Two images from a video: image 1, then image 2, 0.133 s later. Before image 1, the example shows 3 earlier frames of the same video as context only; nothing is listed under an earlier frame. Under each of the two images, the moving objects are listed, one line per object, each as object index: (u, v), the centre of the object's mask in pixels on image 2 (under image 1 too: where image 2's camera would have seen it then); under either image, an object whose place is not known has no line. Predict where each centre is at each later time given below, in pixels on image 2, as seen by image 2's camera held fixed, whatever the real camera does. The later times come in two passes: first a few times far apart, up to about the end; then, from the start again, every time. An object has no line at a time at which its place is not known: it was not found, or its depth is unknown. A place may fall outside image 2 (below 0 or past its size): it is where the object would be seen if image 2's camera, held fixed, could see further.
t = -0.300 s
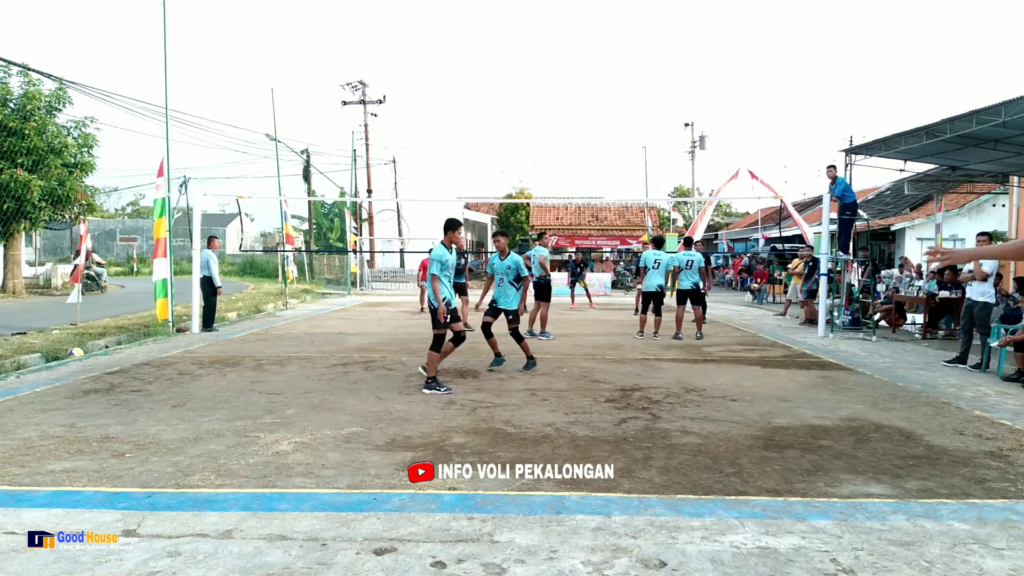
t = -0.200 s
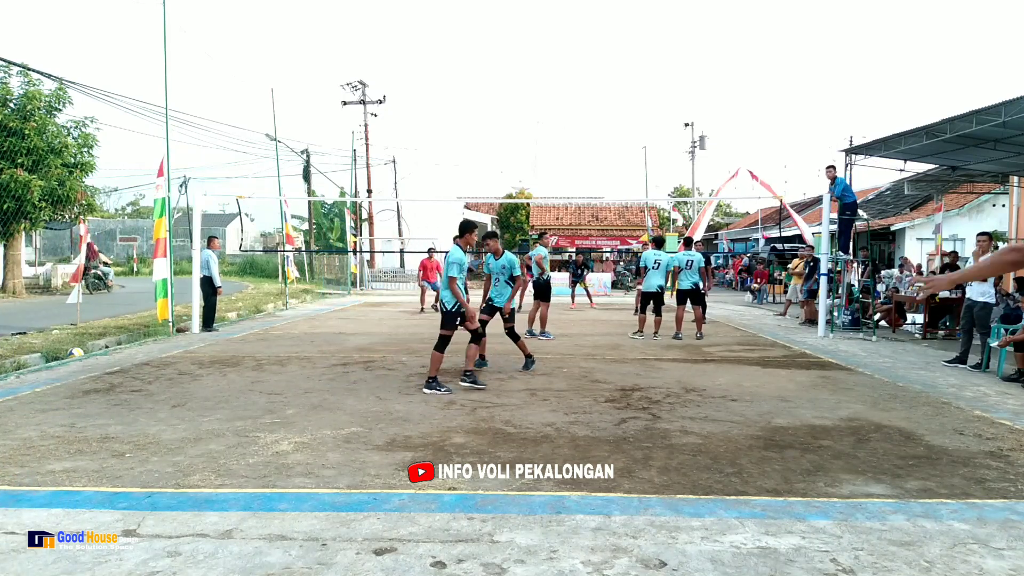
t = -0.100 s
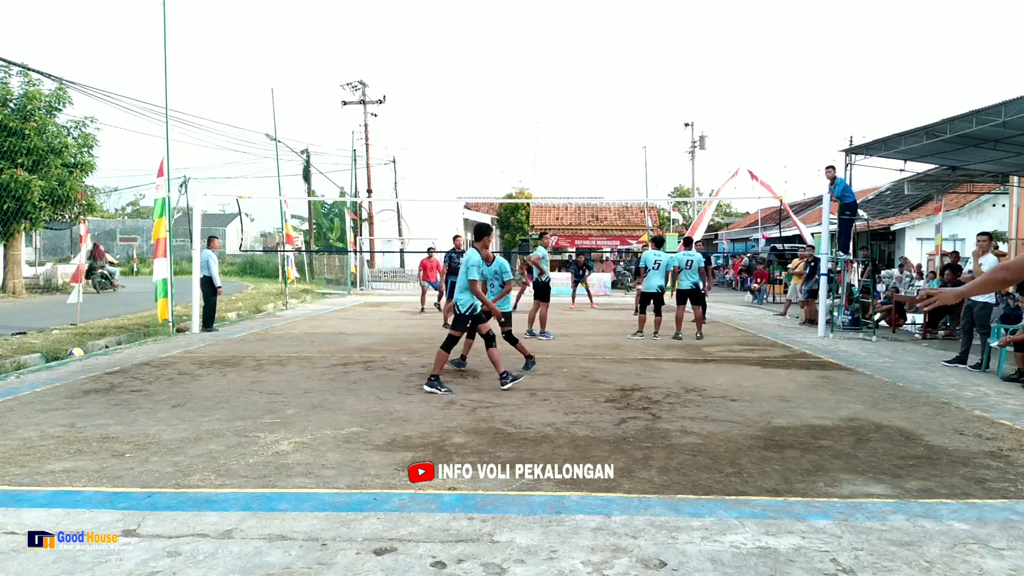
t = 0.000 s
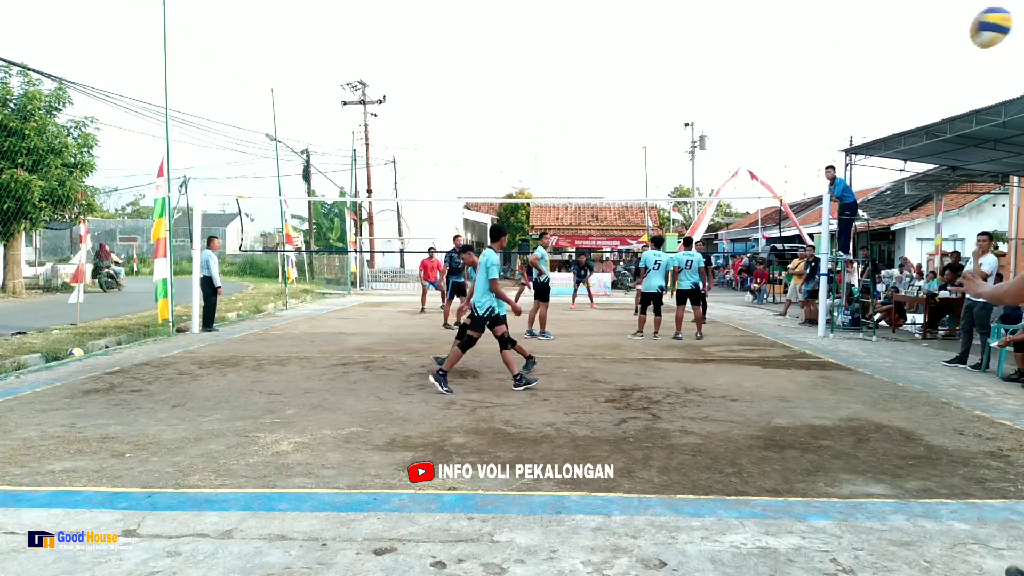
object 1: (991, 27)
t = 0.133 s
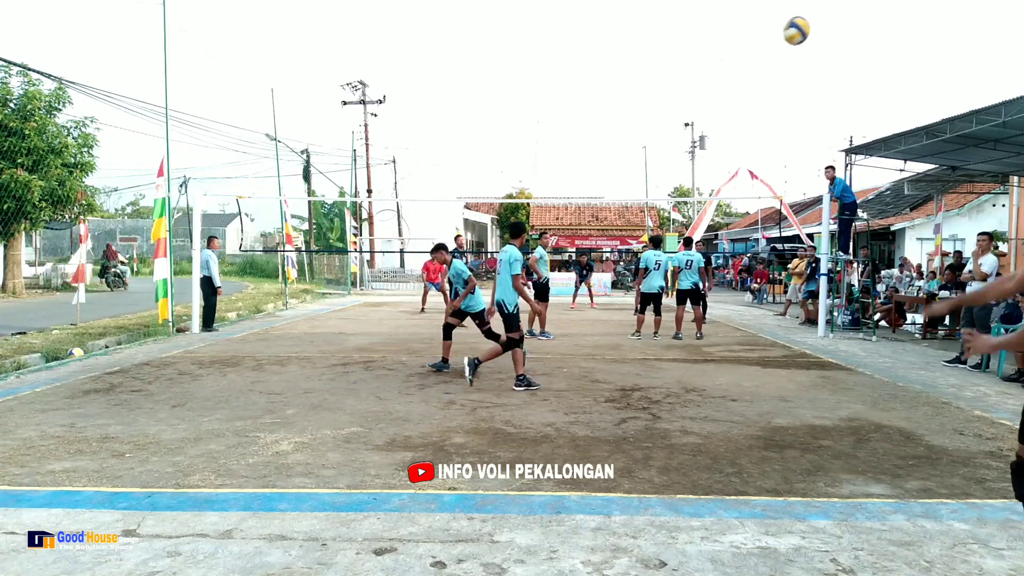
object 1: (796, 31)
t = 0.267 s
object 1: (703, 56)
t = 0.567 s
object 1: (601, 130)
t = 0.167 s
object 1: (767, 36)
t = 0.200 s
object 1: (743, 42)
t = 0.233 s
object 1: (721, 48)
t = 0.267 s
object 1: (703, 56)
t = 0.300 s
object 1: (687, 63)
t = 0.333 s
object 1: (672, 71)
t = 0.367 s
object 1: (659, 79)
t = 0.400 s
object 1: (648, 87)
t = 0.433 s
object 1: (637, 95)
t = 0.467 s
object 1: (627, 104)
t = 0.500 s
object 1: (618, 113)
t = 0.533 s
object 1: (609, 121)
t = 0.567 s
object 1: (601, 130)
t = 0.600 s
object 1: (594, 139)
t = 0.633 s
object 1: (587, 147)
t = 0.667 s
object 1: (580, 156)
